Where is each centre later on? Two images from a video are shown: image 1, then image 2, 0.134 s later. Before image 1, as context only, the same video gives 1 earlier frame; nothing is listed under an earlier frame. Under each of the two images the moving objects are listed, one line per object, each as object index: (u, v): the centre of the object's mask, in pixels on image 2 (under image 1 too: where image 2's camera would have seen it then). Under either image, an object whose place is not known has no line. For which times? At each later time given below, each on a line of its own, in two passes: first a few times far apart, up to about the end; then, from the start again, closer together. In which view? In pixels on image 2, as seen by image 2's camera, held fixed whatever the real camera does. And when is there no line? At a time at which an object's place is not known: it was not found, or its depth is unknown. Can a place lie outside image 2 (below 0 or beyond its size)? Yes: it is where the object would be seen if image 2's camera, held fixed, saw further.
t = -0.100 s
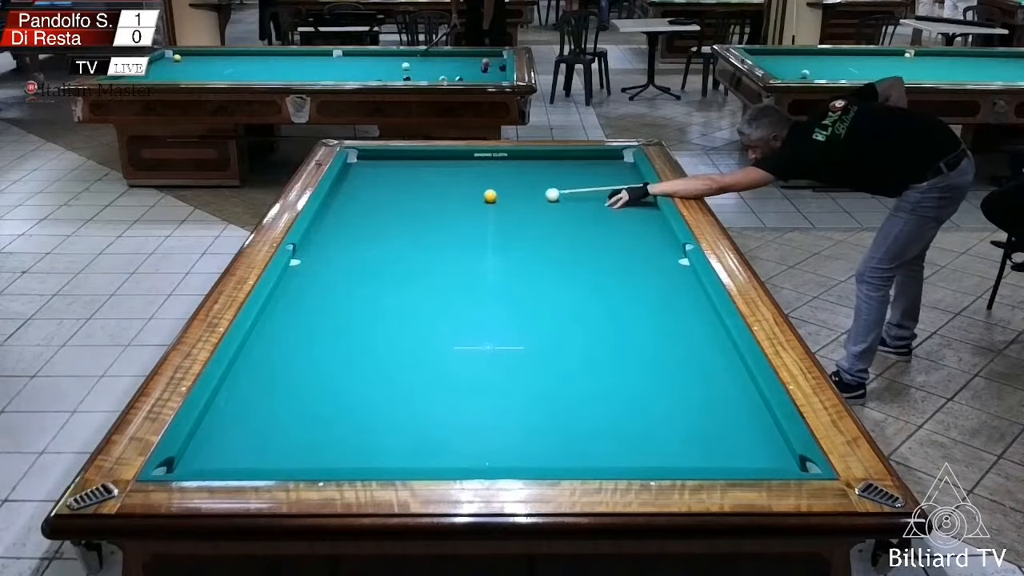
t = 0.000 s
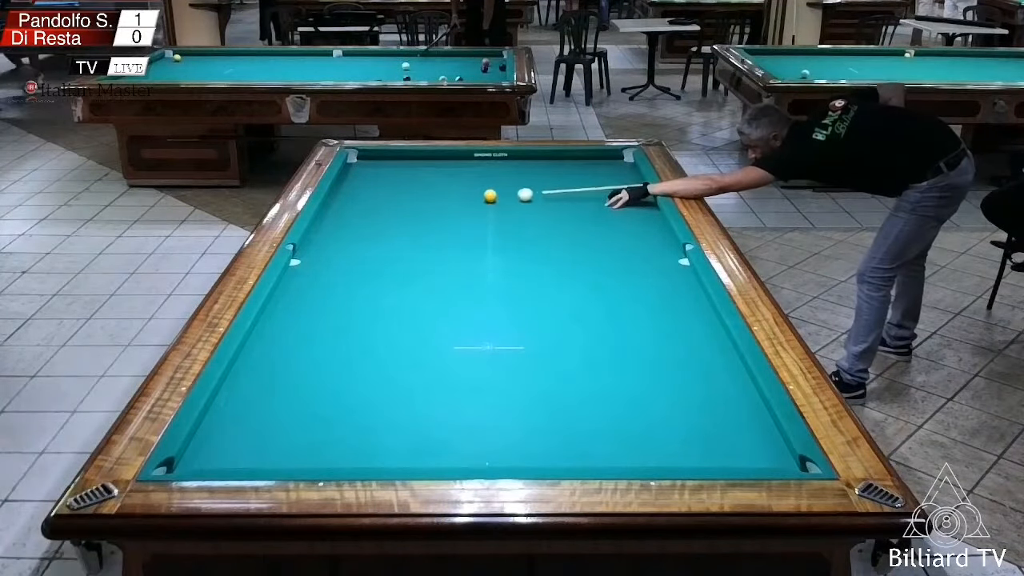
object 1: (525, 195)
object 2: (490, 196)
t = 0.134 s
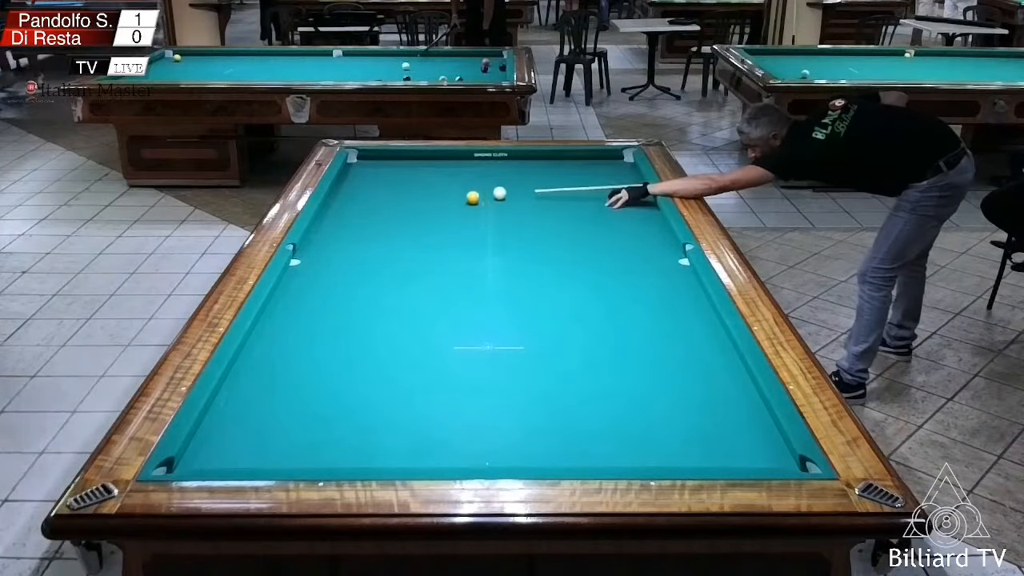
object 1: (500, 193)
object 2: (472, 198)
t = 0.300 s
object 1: (487, 190)
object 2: (445, 201)
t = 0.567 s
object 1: (465, 185)
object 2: (396, 205)
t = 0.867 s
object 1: (442, 180)
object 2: (344, 211)
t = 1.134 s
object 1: (425, 176)
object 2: (339, 214)
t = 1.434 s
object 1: (405, 171)
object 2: (369, 217)
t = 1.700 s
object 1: (388, 167)
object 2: (397, 220)
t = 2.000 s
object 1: (371, 163)
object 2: (424, 223)
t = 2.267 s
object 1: (357, 160)
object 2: (450, 226)
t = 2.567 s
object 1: (361, 157)
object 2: (478, 229)
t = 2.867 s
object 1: (370, 157)
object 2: (506, 232)
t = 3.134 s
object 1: (377, 158)
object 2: (529, 235)
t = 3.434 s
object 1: (384, 160)
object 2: (556, 238)
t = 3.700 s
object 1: (389, 161)
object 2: (578, 240)
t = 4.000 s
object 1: (395, 162)
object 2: (602, 243)
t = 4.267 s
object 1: (400, 163)
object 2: (625, 245)
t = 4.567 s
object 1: (404, 164)
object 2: (648, 248)
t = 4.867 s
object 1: (408, 165)
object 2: (670, 250)
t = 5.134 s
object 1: (411, 165)
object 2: (674, 253)
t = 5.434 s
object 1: (414, 166)
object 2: (671, 256)
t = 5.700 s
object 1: (416, 166)
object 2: (669, 259)
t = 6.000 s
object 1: (418, 167)
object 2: (666, 262)
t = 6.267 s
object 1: (419, 167)
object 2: (664, 264)
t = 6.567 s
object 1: (419, 167)
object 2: (662, 266)
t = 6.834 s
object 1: (419, 167)
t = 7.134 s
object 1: (419, 167)
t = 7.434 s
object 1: (418, 167)
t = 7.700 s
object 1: (419, 167)
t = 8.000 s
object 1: (419, 167)
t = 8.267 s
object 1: (419, 167)
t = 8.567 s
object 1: (419, 167)
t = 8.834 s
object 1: (419, 167)
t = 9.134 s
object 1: (419, 167)
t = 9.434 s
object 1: (419, 167)
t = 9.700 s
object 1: (419, 167)
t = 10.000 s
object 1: (419, 167)
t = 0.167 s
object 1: (497, 192)
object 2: (465, 199)
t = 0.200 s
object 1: (494, 192)
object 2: (459, 199)
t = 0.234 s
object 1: (491, 191)
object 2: (453, 200)
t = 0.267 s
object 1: (488, 190)
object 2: (448, 200)
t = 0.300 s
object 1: (487, 190)
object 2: (445, 201)
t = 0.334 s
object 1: (484, 189)
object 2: (439, 201)
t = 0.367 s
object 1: (482, 189)
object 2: (434, 202)
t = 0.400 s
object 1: (479, 188)
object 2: (428, 202)
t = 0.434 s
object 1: (475, 187)
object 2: (419, 203)
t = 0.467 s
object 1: (472, 187)
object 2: (413, 204)
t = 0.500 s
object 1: (470, 186)
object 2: (407, 204)
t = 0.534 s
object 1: (467, 185)
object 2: (402, 205)
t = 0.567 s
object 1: (465, 185)
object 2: (396, 205)
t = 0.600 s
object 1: (462, 184)
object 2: (390, 206)
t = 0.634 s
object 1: (459, 184)
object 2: (384, 207)
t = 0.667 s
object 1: (458, 183)
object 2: (381, 207)
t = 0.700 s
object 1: (456, 183)
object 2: (376, 207)
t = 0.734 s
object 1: (453, 182)
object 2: (370, 208)
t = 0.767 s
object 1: (451, 182)
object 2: (364, 209)
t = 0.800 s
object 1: (448, 181)
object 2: (358, 209)
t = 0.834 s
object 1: (446, 181)
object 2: (352, 210)
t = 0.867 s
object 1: (442, 180)
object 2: (344, 211)
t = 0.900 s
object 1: (440, 179)
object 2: (338, 211)
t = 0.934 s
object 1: (437, 179)
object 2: (332, 212)
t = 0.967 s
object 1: (435, 178)
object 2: (326, 212)
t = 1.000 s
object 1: (433, 177)
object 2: (326, 213)
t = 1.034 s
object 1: (432, 177)
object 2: (328, 213)
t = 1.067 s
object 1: (429, 177)
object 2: (331, 213)
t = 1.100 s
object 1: (427, 176)
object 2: (335, 214)
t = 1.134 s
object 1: (425, 176)
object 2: (339, 214)
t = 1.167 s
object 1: (422, 175)
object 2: (342, 214)
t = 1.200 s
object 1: (420, 174)
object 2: (345, 215)
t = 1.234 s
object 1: (418, 174)
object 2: (349, 215)
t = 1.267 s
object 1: (415, 173)
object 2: (354, 215)
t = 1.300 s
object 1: (412, 172)
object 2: (357, 216)
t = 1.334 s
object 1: (410, 172)
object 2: (360, 216)
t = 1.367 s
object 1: (408, 172)
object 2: (364, 217)
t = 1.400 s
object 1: (407, 171)
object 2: (365, 217)
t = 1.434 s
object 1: (405, 171)
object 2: (369, 217)
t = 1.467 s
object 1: (403, 170)
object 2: (372, 218)
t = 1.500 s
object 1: (401, 170)
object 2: (375, 218)
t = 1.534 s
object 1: (399, 170)
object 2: (379, 218)
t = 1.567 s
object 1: (396, 169)
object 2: (382, 219)
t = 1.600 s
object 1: (394, 168)
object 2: (385, 219)
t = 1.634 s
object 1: (391, 168)
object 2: (390, 219)
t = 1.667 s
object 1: (391, 168)
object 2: (392, 220)
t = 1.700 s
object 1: (388, 167)
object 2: (397, 220)
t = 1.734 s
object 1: (386, 167)
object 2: (400, 221)
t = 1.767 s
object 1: (384, 166)
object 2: (402, 221)
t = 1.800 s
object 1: (382, 166)
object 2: (405, 221)
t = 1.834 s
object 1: (381, 165)
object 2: (408, 222)
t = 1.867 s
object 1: (378, 165)
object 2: (412, 222)
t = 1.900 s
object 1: (377, 165)
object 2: (415, 222)
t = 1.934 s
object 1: (375, 164)
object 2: (418, 223)
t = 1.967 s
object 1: (373, 164)
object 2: (421, 223)
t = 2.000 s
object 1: (371, 163)
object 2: (424, 223)
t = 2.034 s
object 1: (369, 163)
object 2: (428, 224)
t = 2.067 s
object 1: (366, 162)
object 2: (432, 224)
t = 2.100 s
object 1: (365, 162)
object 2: (436, 225)
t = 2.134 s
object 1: (364, 162)
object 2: (437, 225)
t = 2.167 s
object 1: (362, 161)
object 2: (441, 225)
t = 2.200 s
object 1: (360, 160)
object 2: (444, 225)
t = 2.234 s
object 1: (359, 160)
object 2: (447, 226)
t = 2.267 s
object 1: (357, 160)
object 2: (450, 226)
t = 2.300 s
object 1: (355, 159)
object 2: (453, 226)
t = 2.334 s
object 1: (353, 159)
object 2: (456, 227)
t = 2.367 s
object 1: (354, 159)
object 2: (459, 227)
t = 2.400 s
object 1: (355, 158)
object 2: (462, 227)
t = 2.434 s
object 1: (356, 158)
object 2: (465, 228)
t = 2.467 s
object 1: (358, 157)
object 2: (470, 228)
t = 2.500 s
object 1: (359, 157)
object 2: (472, 228)
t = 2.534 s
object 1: (360, 157)
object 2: (475, 229)
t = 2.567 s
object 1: (361, 157)
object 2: (478, 229)
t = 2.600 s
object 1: (362, 156)
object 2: (481, 229)
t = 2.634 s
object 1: (363, 156)
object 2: (484, 230)
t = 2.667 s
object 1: (365, 156)
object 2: (487, 230)
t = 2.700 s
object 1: (366, 156)
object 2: (490, 230)
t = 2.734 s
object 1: (366, 156)
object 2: (493, 231)
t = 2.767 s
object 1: (367, 156)
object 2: (496, 231)
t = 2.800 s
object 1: (368, 156)
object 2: (500, 231)
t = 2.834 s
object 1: (369, 157)
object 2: (502, 232)
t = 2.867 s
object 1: (370, 157)
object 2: (506, 232)
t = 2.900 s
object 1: (371, 157)
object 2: (509, 233)
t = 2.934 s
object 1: (372, 157)
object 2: (512, 233)
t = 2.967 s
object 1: (373, 157)
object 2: (515, 233)
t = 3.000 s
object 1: (373, 157)
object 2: (518, 233)
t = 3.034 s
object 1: (374, 158)
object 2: (521, 234)
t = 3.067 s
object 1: (375, 158)
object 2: (524, 234)
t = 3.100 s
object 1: (376, 158)
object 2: (527, 235)
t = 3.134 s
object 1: (377, 158)
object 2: (529, 235)
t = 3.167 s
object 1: (378, 158)
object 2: (532, 235)
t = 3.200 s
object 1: (378, 158)
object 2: (535, 236)
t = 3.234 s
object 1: (379, 159)
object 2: (538, 236)
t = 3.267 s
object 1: (380, 159)
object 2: (541, 236)
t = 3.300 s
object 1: (381, 159)
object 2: (544, 236)
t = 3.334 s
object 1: (381, 159)
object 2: (547, 236)
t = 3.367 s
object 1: (382, 159)
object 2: (550, 237)
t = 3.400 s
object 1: (383, 160)
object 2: (553, 237)
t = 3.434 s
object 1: (384, 160)
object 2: (556, 238)
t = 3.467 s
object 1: (384, 160)
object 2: (558, 238)
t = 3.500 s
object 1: (385, 160)
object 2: (561, 238)
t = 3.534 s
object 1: (386, 160)
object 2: (564, 239)
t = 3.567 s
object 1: (387, 160)
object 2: (567, 239)
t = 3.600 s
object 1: (387, 160)
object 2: (570, 239)
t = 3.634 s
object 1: (388, 160)
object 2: (571, 239)
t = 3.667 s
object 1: (389, 161)
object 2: (575, 240)
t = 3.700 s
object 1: (389, 161)
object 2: (578, 240)
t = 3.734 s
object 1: (390, 161)
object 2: (581, 240)
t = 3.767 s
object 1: (391, 161)
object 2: (584, 240)
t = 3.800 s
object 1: (391, 161)
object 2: (587, 241)
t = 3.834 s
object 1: (392, 161)
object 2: (589, 241)
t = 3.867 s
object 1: (393, 161)
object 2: (592, 241)
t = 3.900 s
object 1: (393, 162)
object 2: (595, 242)
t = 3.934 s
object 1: (394, 162)
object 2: (598, 242)
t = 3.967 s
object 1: (395, 162)
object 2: (601, 242)
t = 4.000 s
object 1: (395, 162)
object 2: (602, 243)
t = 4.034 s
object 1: (396, 162)
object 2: (605, 243)
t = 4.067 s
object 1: (397, 162)
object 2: (609, 243)
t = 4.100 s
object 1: (397, 162)
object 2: (611, 244)
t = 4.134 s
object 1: (397, 163)
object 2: (614, 244)
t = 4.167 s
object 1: (398, 163)
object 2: (617, 244)
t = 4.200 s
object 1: (399, 163)
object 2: (619, 245)
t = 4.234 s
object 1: (399, 163)
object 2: (622, 245)
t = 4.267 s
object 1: (400, 163)
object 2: (625, 245)
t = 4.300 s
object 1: (400, 163)
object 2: (627, 246)
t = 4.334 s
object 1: (401, 163)
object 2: (630, 246)
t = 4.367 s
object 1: (401, 163)
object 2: (631, 246)
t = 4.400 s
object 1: (402, 163)
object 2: (634, 246)
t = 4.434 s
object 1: (402, 163)
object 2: (636, 246)
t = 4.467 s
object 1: (403, 164)
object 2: (640, 247)
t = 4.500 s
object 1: (403, 164)
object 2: (643, 247)
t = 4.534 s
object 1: (404, 164)
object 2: (645, 247)
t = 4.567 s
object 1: (404, 164)
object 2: (648, 248)
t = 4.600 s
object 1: (405, 164)
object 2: (650, 248)
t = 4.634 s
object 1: (405, 164)
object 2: (653, 248)
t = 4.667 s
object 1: (406, 164)
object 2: (656, 248)
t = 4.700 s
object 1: (406, 164)
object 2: (658, 249)
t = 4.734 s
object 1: (406, 165)
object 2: (659, 249)
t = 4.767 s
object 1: (407, 165)
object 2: (662, 249)
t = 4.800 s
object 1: (407, 165)
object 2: (664, 249)
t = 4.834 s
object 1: (408, 165)
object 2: (667, 250)
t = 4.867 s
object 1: (408, 165)
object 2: (670, 250)
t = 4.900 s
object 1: (409, 165)
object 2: (672, 250)
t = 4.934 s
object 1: (409, 165)
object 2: (675, 251)
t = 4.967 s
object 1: (409, 165)
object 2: (675, 251)
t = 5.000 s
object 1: (410, 165)
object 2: (675, 251)
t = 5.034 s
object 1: (410, 165)
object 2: (675, 252)
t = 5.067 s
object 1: (411, 165)
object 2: (675, 252)
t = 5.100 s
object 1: (411, 165)
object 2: (674, 252)
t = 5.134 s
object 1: (411, 165)
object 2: (674, 253)
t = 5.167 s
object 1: (412, 165)
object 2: (674, 253)
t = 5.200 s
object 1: (412, 165)
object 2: (673, 253)
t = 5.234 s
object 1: (413, 166)
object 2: (673, 254)
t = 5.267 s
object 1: (413, 166)
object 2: (672, 255)
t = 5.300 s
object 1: (413, 166)
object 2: (672, 255)
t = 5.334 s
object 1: (414, 166)
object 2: (672, 255)
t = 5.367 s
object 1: (414, 166)
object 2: (671, 255)
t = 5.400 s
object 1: (414, 166)
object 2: (671, 256)
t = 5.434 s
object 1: (414, 166)
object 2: (671, 256)
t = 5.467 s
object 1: (415, 166)
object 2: (670, 257)
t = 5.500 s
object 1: (415, 166)
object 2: (670, 257)
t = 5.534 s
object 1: (415, 166)
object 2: (670, 257)
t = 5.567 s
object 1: (416, 166)
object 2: (670, 258)
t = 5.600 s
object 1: (416, 166)
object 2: (669, 258)
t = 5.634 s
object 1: (416, 166)
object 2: (669, 259)
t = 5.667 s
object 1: (416, 166)
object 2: (669, 259)
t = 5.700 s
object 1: (416, 166)
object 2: (669, 259)
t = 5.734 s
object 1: (417, 166)
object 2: (668, 260)
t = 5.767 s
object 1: (417, 167)
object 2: (668, 260)
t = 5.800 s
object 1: (417, 167)
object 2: (668, 260)
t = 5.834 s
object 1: (417, 167)
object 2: (668, 261)
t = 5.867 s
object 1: (418, 167)
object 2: (667, 261)
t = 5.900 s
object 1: (418, 167)
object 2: (667, 261)
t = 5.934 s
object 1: (418, 167)
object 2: (667, 261)
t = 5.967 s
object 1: (418, 167)
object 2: (667, 262)
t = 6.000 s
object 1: (418, 167)
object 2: (666, 262)
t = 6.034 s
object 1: (418, 167)
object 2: (666, 262)
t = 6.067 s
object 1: (418, 167)
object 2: (666, 263)
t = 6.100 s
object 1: (419, 167)
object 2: (665, 263)
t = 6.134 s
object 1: (419, 167)
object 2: (665, 263)
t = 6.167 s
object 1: (419, 167)
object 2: (665, 263)
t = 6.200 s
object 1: (419, 167)
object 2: (664, 264)
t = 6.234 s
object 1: (419, 167)
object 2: (664, 264)
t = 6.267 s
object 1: (419, 167)
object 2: (664, 264)
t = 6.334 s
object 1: (419, 167)
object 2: (663, 265)
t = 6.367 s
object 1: (419, 167)
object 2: (663, 265)
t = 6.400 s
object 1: (419, 167)
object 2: (663, 265)
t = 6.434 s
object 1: (419, 167)
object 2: (663, 265)
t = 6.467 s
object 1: (419, 167)
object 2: (663, 266)
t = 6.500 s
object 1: (419, 167)
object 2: (662, 266)
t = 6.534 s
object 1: (419, 167)
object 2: (662, 266)
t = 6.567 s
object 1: (419, 167)
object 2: (662, 266)
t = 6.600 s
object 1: (419, 167)
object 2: (662, 266)
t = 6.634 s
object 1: (419, 167)
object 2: (662, 267)
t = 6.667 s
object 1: (419, 167)
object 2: (662, 267)
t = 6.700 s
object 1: (419, 167)
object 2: (662, 267)
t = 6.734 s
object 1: (419, 167)
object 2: (661, 267)
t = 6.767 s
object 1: (419, 167)
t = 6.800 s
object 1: (419, 167)
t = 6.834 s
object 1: (419, 167)
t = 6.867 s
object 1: (419, 167)
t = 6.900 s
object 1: (419, 167)
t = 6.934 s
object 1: (419, 167)
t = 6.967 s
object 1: (419, 167)
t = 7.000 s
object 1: (419, 167)
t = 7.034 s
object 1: (419, 167)
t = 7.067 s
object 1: (419, 167)
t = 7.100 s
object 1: (419, 167)
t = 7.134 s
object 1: (419, 167)
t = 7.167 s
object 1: (419, 167)
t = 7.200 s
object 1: (419, 167)
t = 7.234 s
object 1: (419, 167)
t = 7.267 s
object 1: (419, 167)
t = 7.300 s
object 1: (419, 167)
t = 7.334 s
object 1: (419, 167)
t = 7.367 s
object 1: (419, 167)
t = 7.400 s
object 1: (419, 167)
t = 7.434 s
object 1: (418, 167)
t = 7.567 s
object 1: (421, 167)
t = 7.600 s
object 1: (419, 167)
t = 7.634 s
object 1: (419, 167)
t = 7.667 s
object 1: (419, 167)
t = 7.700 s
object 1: (419, 167)
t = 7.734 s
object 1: (419, 167)
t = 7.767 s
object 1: (419, 167)
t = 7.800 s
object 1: (419, 167)
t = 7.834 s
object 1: (419, 167)
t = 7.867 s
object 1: (419, 167)
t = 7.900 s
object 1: (419, 167)
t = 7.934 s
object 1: (419, 167)
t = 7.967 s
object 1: (419, 167)
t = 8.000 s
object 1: (419, 167)
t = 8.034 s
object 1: (419, 167)
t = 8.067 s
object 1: (419, 167)
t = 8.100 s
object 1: (419, 167)
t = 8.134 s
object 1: (419, 167)
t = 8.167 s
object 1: (419, 167)
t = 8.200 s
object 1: (419, 167)
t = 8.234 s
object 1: (419, 167)
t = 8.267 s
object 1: (419, 167)
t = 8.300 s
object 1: (419, 167)
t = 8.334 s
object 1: (419, 167)
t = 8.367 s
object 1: (419, 167)
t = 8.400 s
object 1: (419, 167)
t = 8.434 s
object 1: (419, 167)
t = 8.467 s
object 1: (419, 167)
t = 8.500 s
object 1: (419, 167)
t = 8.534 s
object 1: (419, 167)
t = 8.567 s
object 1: (419, 167)
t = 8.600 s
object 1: (419, 167)
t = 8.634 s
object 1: (419, 167)
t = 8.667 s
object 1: (419, 167)
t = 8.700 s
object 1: (419, 167)
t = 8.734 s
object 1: (419, 167)
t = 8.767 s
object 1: (419, 167)
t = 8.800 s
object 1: (419, 167)
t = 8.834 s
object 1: (419, 167)
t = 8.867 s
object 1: (419, 167)
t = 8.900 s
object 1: (419, 167)
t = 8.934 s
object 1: (419, 167)
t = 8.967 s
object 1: (419, 167)
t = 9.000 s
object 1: (419, 167)
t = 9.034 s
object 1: (419, 167)
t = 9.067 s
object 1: (419, 167)
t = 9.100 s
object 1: (419, 167)
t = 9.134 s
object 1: (419, 167)
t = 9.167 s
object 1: (419, 167)
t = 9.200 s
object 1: (419, 167)
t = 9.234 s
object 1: (419, 167)
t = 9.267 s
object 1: (419, 167)
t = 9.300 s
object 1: (419, 167)
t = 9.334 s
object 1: (419, 167)
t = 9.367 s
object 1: (419, 167)
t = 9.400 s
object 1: (419, 167)
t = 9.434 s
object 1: (419, 167)
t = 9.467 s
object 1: (419, 167)
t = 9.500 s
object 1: (419, 167)
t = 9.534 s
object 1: (419, 167)
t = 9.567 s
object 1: (419, 167)
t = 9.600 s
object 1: (419, 167)
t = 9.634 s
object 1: (419, 167)
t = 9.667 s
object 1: (419, 167)
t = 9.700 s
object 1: (419, 167)
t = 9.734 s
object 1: (419, 167)
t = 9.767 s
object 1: (419, 167)
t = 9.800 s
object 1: (419, 167)
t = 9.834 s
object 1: (419, 167)
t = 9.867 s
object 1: (419, 167)
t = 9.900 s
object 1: (419, 167)
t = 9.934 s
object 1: (419, 167)
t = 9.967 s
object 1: (419, 167)
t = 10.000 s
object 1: (419, 167)
